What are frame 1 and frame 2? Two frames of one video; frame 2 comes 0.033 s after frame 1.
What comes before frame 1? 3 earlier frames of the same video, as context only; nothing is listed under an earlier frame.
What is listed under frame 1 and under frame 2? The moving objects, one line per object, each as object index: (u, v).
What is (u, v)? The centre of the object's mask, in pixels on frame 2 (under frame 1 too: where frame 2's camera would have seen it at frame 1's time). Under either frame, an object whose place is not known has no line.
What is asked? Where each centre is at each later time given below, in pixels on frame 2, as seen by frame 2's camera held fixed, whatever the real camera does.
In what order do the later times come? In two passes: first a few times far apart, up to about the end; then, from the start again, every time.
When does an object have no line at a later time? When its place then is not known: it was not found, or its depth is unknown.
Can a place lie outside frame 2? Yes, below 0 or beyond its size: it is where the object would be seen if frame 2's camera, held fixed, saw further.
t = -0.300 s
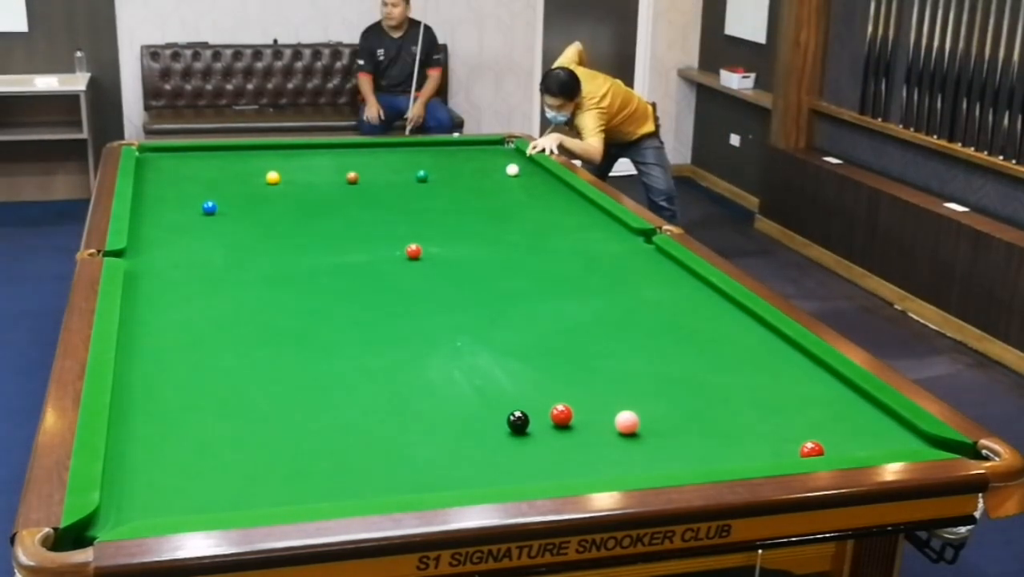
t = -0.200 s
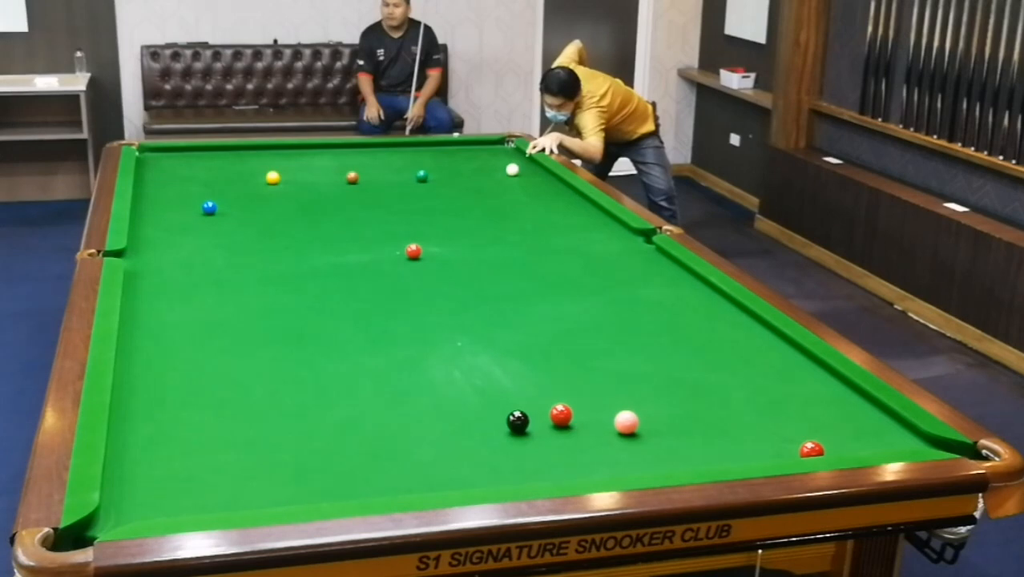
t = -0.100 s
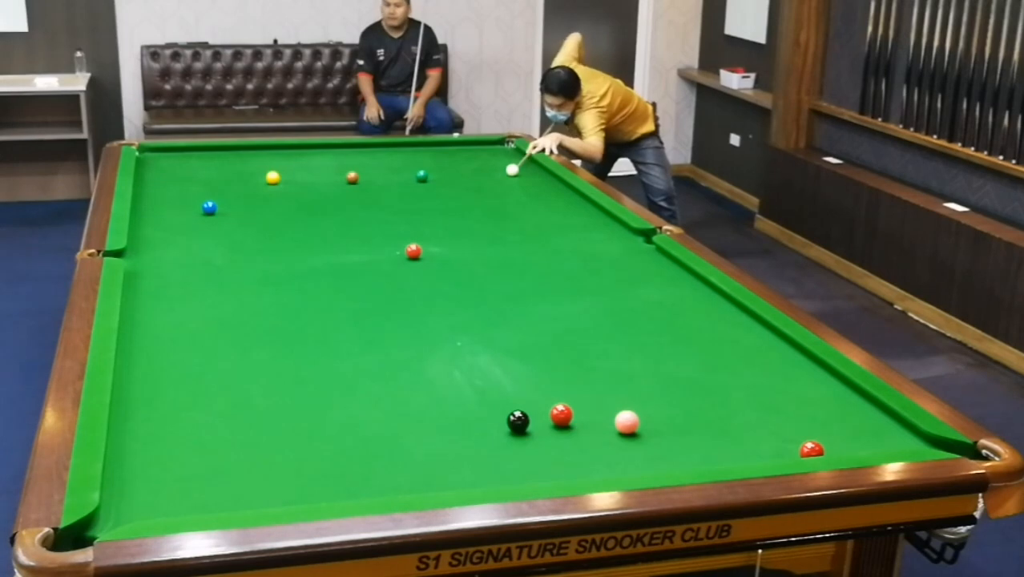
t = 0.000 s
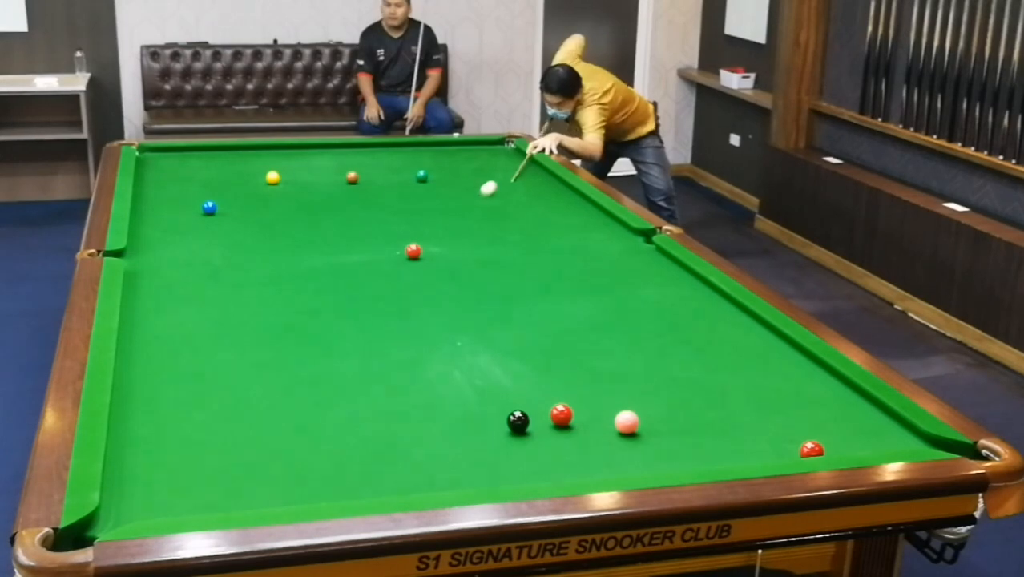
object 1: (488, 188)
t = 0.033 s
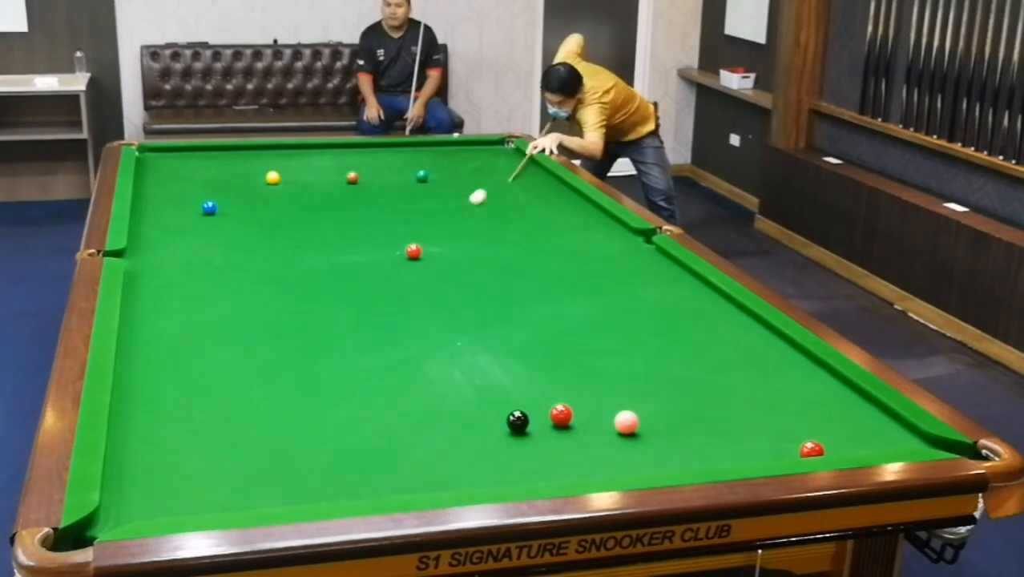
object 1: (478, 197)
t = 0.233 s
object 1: (410, 246)
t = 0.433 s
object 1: (387, 242)
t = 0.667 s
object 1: (372, 234)
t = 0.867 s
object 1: (359, 227)
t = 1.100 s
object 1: (345, 220)
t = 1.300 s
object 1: (334, 215)
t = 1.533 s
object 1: (323, 209)
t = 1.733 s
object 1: (313, 204)
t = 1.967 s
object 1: (304, 199)
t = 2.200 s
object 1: (295, 194)
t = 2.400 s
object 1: (290, 183)
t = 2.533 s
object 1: (289, 177)
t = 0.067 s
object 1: (466, 206)
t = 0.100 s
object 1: (455, 215)
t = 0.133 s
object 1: (442, 225)
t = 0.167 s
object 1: (431, 233)
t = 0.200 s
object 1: (420, 241)
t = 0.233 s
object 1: (410, 246)
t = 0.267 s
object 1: (405, 246)
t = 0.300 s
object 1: (400, 246)
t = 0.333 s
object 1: (396, 244)
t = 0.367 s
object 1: (393, 243)
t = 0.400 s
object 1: (390, 242)
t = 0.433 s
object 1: (387, 242)
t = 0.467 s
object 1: (385, 241)
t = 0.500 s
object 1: (383, 239)
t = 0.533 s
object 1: (380, 238)
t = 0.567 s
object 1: (378, 237)
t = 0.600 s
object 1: (376, 236)
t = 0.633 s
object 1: (374, 235)
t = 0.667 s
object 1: (372, 234)
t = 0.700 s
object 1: (369, 233)
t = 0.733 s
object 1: (367, 232)
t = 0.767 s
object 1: (365, 230)
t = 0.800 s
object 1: (363, 230)
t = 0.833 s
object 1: (361, 228)
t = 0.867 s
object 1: (359, 227)
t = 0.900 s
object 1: (357, 226)
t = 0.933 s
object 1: (355, 225)
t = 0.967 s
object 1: (353, 224)
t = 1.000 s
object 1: (351, 223)
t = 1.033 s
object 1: (349, 222)
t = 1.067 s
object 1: (347, 221)
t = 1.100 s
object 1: (345, 220)
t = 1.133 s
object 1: (343, 219)
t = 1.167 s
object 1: (342, 218)
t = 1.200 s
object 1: (340, 218)
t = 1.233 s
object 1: (338, 217)
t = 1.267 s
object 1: (336, 216)
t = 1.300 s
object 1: (334, 215)
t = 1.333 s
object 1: (333, 214)
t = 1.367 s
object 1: (331, 213)
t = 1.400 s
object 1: (329, 212)
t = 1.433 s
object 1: (327, 211)
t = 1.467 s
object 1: (326, 210)
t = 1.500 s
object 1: (324, 210)
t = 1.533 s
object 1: (323, 209)
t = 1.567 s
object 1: (321, 208)
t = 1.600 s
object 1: (319, 207)
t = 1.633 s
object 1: (318, 206)
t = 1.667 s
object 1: (316, 206)
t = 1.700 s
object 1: (315, 205)
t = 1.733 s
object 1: (313, 204)
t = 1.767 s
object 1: (312, 203)
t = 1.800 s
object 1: (310, 203)
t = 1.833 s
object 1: (309, 202)
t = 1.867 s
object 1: (308, 201)
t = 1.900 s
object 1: (306, 200)
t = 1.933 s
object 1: (305, 199)
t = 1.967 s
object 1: (304, 199)
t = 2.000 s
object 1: (302, 198)
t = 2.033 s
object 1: (301, 198)
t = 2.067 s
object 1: (300, 197)
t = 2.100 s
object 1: (298, 196)
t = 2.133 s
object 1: (297, 195)
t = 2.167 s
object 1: (296, 195)
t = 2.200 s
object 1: (295, 194)
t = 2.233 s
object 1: (294, 193)
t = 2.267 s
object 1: (293, 192)
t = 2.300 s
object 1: (292, 190)
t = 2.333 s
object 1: (291, 187)
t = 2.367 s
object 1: (291, 185)
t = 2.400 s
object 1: (290, 183)
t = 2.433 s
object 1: (290, 182)
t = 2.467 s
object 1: (290, 180)
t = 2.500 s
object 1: (289, 178)
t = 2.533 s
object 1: (289, 177)
